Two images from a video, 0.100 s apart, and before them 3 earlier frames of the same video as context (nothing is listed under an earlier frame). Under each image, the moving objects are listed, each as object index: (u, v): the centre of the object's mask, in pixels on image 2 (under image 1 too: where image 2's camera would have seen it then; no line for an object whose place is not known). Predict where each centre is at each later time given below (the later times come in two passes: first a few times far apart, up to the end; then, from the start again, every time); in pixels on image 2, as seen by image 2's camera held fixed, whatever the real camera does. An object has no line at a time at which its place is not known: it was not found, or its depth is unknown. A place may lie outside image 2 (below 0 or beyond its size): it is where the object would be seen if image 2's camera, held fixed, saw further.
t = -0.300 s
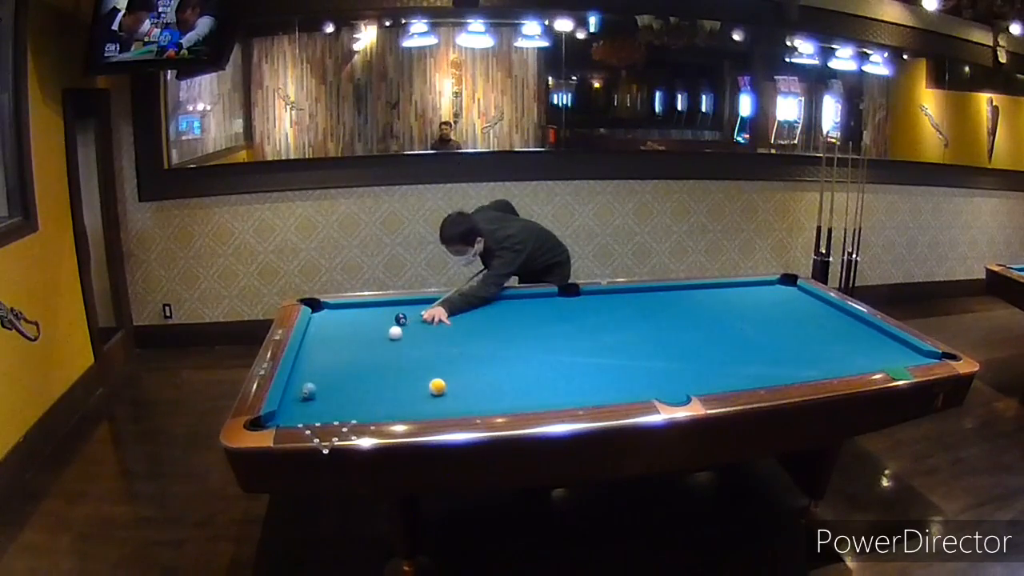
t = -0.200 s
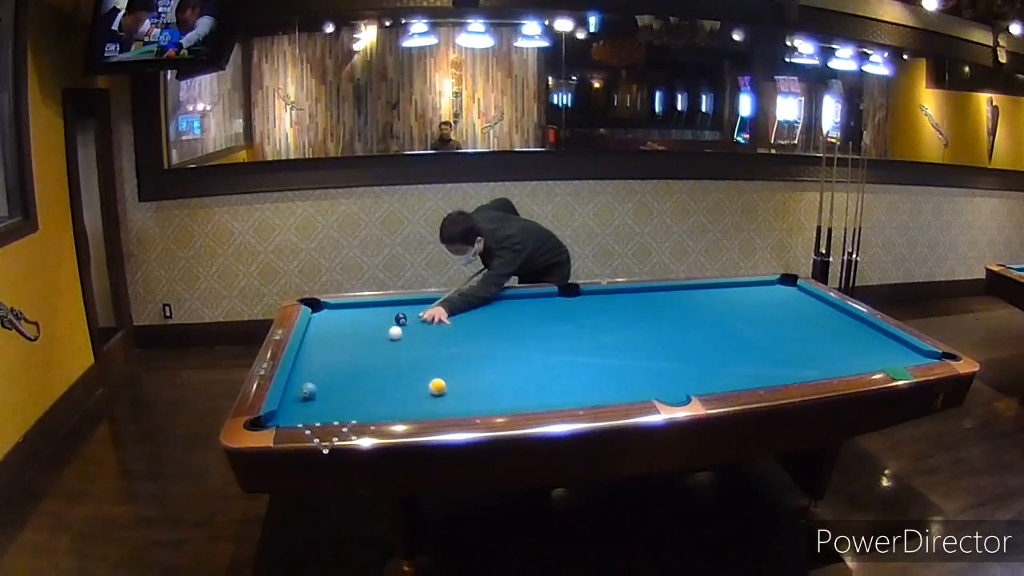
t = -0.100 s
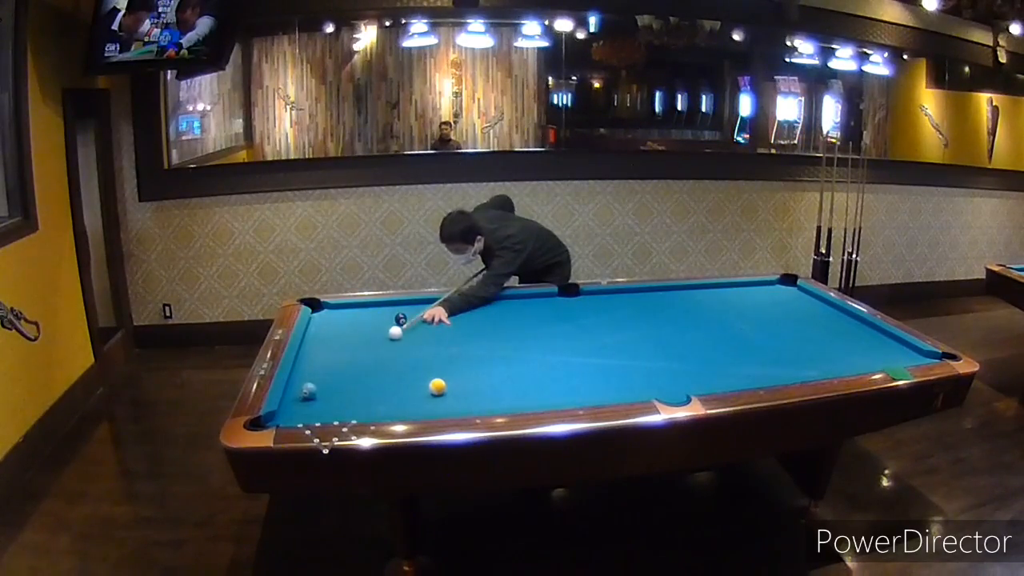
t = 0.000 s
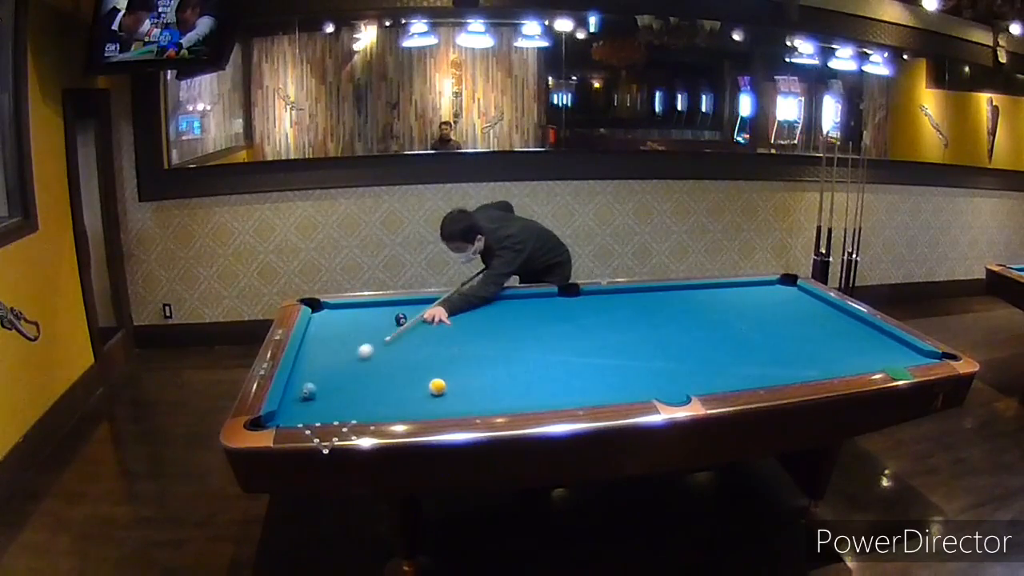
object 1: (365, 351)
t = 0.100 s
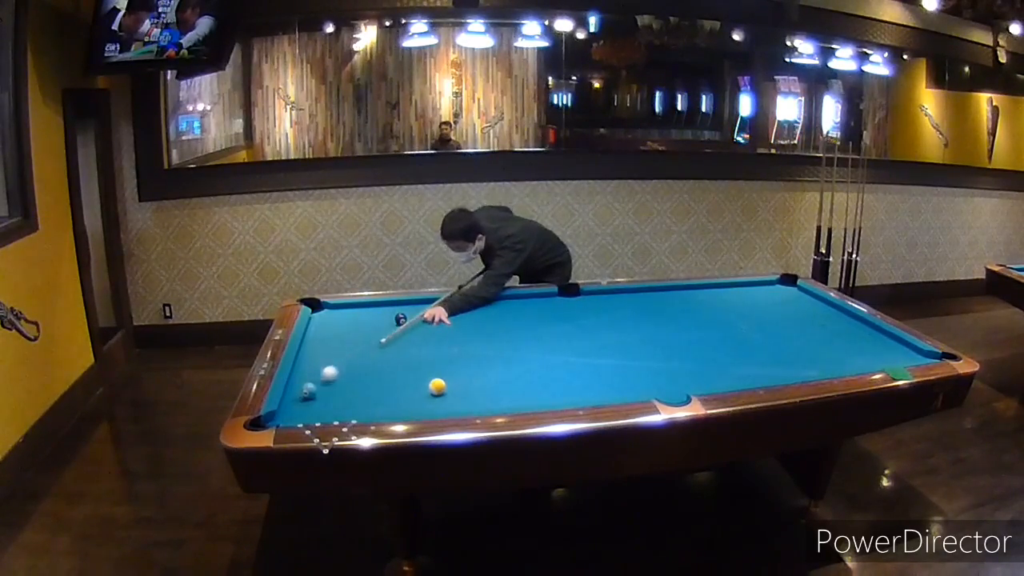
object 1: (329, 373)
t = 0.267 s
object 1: (293, 385)
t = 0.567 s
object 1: (318, 380)
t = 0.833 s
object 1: (339, 377)
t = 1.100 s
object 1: (357, 374)
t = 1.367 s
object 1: (374, 371)
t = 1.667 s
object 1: (390, 368)
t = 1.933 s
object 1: (403, 365)
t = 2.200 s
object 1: (414, 363)
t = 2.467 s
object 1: (423, 361)
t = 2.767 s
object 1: (431, 359)
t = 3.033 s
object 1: (437, 357)
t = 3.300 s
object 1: (441, 356)
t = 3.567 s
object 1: (444, 355)
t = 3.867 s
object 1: (446, 355)
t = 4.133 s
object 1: (447, 355)
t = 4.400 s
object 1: (447, 355)
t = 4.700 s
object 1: (447, 355)
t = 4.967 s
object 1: (447, 355)
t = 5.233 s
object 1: (447, 355)
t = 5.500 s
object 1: (447, 355)
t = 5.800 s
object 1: (447, 355)
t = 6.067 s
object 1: (447, 355)
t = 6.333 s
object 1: (447, 355)
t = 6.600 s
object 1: (447, 355)
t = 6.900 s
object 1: (447, 355)
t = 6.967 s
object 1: (447, 355)
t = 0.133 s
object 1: (318, 380)
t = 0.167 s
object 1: (309, 382)
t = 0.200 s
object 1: (302, 384)
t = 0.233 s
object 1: (297, 384)
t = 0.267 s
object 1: (293, 385)
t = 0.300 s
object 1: (296, 384)
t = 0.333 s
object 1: (299, 384)
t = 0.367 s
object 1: (302, 383)
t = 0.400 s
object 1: (305, 383)
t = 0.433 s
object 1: (308, 382)
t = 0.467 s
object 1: (311, 382)
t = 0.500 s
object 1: (313, 381)
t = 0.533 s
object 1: (316, 381)
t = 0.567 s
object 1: (318, 380)
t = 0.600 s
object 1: (321, 380)
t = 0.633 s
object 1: (324, 380)
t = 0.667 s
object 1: (326, 379)
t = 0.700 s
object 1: (329, 379)
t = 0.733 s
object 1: (331, 378)
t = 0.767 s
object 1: (334, 378)
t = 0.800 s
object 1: (336, 378)
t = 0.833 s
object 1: (339, 377)
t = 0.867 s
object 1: (341, 377)
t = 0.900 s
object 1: (343, 376)
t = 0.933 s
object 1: (346, 376)
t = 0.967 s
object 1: (348, 376)
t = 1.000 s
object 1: (350, 375)
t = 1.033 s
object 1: (353, 375)
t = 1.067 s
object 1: (355, 374)
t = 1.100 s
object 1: (357, 374)
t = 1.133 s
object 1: (359, 374)
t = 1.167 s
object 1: (361, 373)
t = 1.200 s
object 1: (363, 373)
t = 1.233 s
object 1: (366, 373)
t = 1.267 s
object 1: (367, 372)
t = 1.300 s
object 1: (370, 372)
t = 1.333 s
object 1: (371, 371)
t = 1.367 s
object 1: (374, 371)
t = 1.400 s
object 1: (375, 371)
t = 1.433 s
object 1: (377, 370)
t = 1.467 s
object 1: (379, 370)
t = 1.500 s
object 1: (381, 370)
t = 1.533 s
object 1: (383, 369)
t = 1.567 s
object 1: (384, 369)
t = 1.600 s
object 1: (386, 369)
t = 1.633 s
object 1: (388, 368)
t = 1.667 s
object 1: (390, 368)
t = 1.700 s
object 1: (391, 368)
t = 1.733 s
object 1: (393, 367)
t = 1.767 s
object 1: (395, 367)
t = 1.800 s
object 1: (397, 366)
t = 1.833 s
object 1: (398, 366)
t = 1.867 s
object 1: (400, 366)
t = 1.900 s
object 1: (401, 366)
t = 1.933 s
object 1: (403, 365)
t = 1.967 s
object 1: (404, 365)
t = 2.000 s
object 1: (405, 365)
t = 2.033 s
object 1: (407, 364)
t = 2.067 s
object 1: (408, 364)
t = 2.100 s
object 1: (410, 364)
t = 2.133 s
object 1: (411, 363)
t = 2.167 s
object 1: (412, 363)
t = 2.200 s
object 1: (414, 363)
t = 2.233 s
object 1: (415, 363)
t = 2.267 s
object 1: (416, 363)
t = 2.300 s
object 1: (417, 362)
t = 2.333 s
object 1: (418, 362)
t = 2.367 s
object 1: (419, 362)
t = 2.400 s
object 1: (421, 361)
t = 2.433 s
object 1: (422, 361)
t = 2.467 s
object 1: (423, 361)
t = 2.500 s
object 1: (424, 361)
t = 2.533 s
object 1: (425, 360)
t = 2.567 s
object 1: (426, 360)
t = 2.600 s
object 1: (427, 360)
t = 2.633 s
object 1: (428, 360)
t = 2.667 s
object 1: (429, 360)
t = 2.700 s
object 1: (429, 359)
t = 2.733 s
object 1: (430, 359)
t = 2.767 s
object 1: (431, 359)
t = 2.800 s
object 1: (432, 359)
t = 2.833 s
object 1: (432, 359)
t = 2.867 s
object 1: (433, 358)
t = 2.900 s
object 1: (434, 358)
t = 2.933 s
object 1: (435, 358)
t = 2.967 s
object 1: (436, 358)
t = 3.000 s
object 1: (436, 357)
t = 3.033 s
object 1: (437, 357)
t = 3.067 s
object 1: (438, 357)
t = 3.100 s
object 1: (438, 357)
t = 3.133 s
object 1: (438, 357)
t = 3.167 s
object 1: (439, 357)
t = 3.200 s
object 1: (440, 357)
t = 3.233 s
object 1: (440, 356)
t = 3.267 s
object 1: (441, 356)
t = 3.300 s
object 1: (441, 356)
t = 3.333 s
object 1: (442, 356)
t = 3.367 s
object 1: (442, 356)
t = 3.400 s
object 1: (442, 356)
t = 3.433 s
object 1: (443, 356)
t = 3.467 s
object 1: (443, 355)
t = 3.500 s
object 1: (444, 355)
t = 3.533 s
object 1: (444, 355)
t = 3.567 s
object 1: (444, 355)
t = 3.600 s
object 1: (445, 355)
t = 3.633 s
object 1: (445, 355)
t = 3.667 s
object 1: (445, 355)
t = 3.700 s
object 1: (445, 355)
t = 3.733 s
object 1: (445, 355)
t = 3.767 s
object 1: (446, 355)
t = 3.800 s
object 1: (446, 355)
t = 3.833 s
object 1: (446, 355)
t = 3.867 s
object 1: (446, 355)
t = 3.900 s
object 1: (446, 355)
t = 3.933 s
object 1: (447, 355)
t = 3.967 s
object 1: (447, 355)
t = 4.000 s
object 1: (447, 355)
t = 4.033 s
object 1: (447, 355)
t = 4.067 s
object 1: (447, 355)
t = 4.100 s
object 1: (447, 355)
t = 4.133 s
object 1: (447, 355)
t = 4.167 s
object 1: (447, 355)
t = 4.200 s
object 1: (447, 355)
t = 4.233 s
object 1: (447, 355)
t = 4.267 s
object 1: (447, 355)
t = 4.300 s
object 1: (447, 355)
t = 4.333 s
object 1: (447, 355)
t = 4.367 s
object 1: (447, 355)
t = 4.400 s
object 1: (447, 355)
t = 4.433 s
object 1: (447, 355)
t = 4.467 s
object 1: (447, 355)
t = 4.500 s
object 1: (447, 355)
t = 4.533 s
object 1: (447, 355)
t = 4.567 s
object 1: (447, 355)
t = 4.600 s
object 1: (447, 355)
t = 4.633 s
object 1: (447, 355)
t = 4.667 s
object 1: (447, 355)
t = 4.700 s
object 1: (447, 355)
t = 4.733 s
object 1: (447, 355)
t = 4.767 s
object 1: (447, 355)
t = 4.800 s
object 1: (447, 355)
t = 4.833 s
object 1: (447, 355)
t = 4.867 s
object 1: (447, 355)
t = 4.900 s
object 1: (447, 355)
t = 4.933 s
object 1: (447, 355)
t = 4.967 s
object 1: (447, 355)
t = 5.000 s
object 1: (447, 355)
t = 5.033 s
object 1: (447, 355)
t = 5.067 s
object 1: (447, 355)
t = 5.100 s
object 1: (447, 355)
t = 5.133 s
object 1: (447, 355)
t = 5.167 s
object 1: (447, 355)
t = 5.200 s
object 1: (447, 355)
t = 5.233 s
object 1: (447, 355)
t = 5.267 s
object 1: (447, 355)
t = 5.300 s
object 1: (447, 355)
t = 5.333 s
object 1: (447, 355)
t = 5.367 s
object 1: (447, 355)
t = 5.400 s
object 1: (447, 355)
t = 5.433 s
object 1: (447, 355)
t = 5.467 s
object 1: (447, 355)
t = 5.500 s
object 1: (447, 355)
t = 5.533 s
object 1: (447, 355)
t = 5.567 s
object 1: (447, 355)
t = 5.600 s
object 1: (447, 355)
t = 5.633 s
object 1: (447, 355)
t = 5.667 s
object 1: (447, 355)
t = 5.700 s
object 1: (447, 355)
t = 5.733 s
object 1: (447, 355)
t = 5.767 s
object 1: (447, 355)
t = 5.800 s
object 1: (447, 355)
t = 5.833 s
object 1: (447, 355)
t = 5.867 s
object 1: (447, 355)
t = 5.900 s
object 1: (447, 355)
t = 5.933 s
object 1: (447, 355)
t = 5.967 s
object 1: (447, 355)
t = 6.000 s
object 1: (447, 355)
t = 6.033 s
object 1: (447, 355)
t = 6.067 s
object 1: (447, 355)
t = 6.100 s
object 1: (447, 355)
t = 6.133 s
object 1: (447, 355)
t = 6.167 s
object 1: (447, 355)
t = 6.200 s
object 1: (447, 355)
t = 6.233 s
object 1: (447, 355)
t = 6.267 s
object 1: (447, 355)
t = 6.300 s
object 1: (447, 355)
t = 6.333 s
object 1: (447, 355)
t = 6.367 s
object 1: (447, 355)
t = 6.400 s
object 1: (447, 355)
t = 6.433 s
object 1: (447, 355)
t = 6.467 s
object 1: (447, 355)
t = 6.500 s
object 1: (447, 355)
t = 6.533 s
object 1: (447, 355)
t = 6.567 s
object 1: (447, 355)
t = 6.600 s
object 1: (447, 355)
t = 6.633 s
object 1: (447, 355)
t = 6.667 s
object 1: (447, 355)
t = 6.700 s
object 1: (447, 355)
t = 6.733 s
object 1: (447, 355)
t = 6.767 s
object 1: (447, 355)
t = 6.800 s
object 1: (447, 355)
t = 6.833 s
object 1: (447, 355)
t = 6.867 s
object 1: (447, 355)
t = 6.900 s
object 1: (447, 355)
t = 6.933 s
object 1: (447, 355)
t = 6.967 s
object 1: (447, 355)
